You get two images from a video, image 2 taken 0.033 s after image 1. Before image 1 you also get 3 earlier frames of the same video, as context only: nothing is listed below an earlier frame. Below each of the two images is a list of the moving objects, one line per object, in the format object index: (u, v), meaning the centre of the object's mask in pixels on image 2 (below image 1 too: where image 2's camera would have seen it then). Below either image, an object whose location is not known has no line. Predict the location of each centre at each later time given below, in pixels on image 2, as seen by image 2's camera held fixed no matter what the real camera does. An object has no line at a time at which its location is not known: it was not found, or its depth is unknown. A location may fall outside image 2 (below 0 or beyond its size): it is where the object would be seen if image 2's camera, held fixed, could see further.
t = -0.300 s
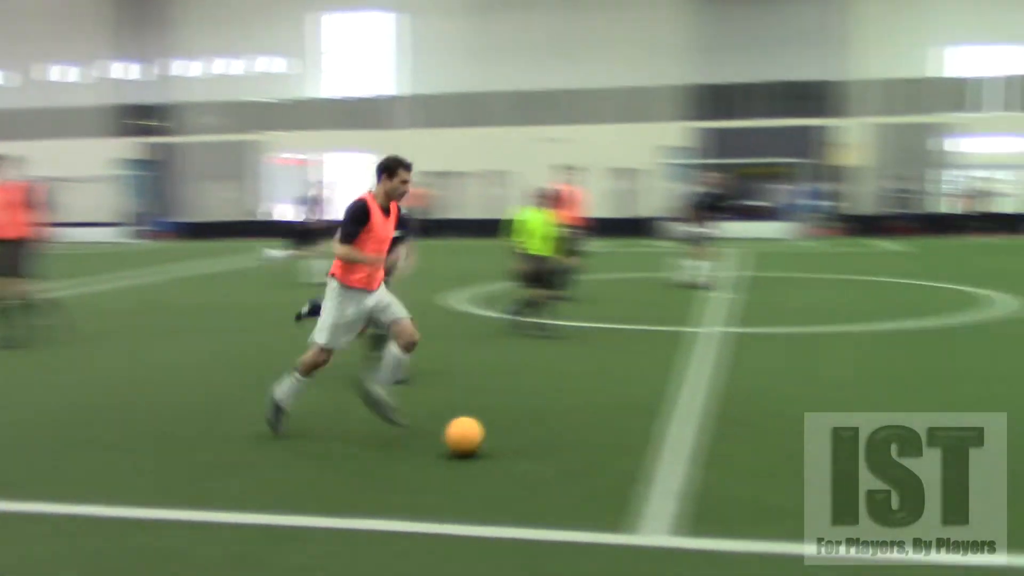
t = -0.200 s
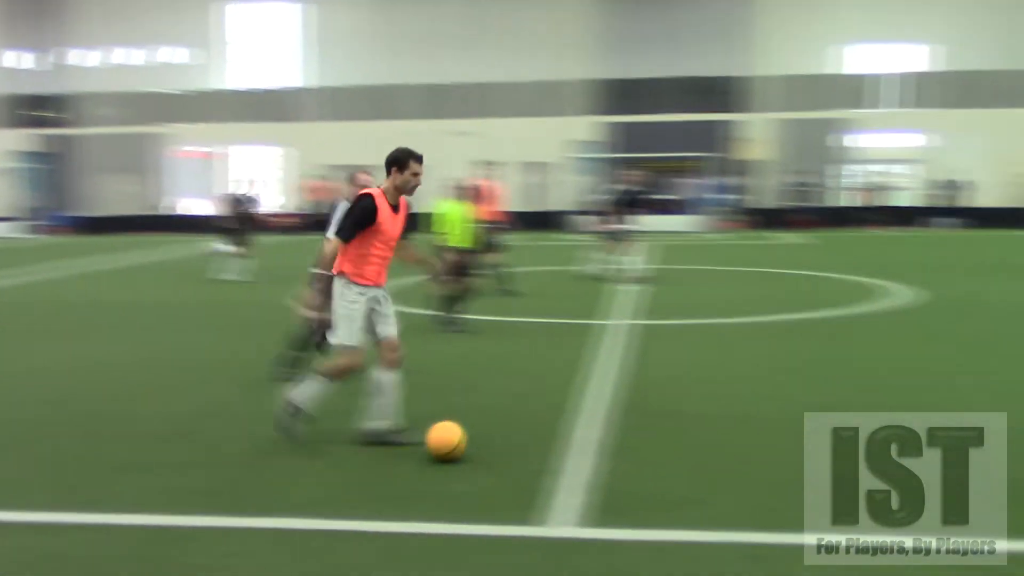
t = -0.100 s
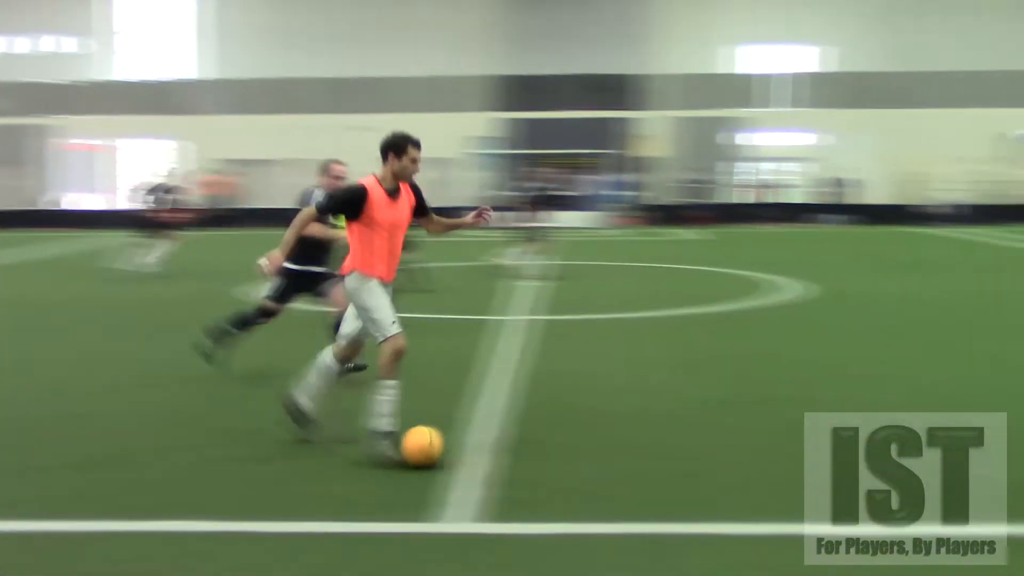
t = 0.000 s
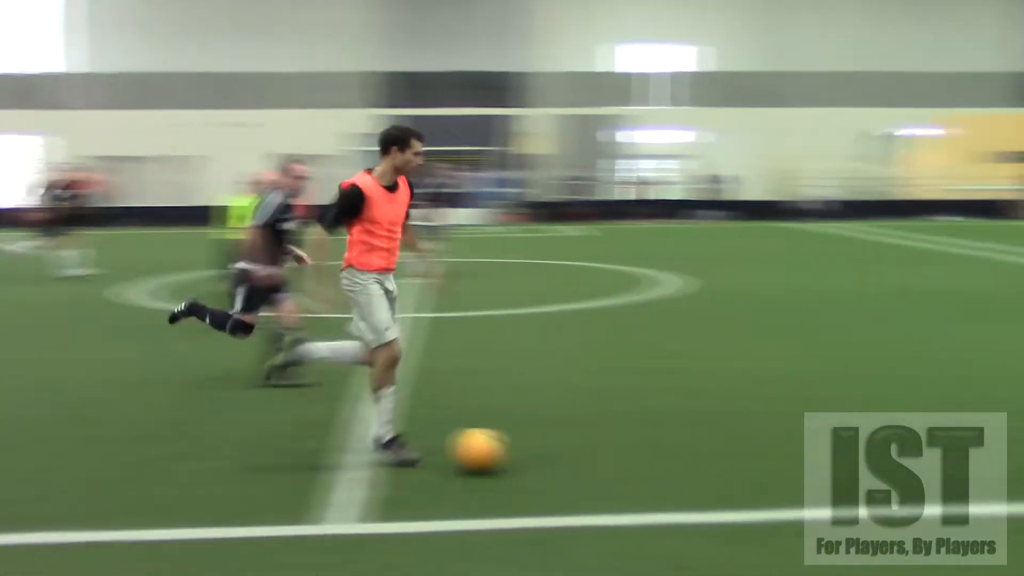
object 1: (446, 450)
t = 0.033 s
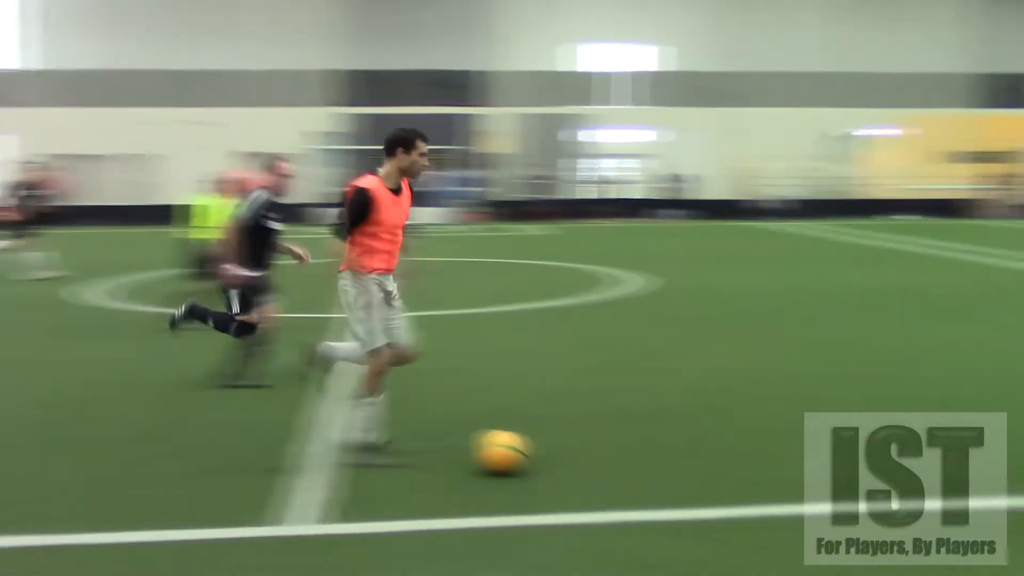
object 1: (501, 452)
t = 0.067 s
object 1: (555, 452)
